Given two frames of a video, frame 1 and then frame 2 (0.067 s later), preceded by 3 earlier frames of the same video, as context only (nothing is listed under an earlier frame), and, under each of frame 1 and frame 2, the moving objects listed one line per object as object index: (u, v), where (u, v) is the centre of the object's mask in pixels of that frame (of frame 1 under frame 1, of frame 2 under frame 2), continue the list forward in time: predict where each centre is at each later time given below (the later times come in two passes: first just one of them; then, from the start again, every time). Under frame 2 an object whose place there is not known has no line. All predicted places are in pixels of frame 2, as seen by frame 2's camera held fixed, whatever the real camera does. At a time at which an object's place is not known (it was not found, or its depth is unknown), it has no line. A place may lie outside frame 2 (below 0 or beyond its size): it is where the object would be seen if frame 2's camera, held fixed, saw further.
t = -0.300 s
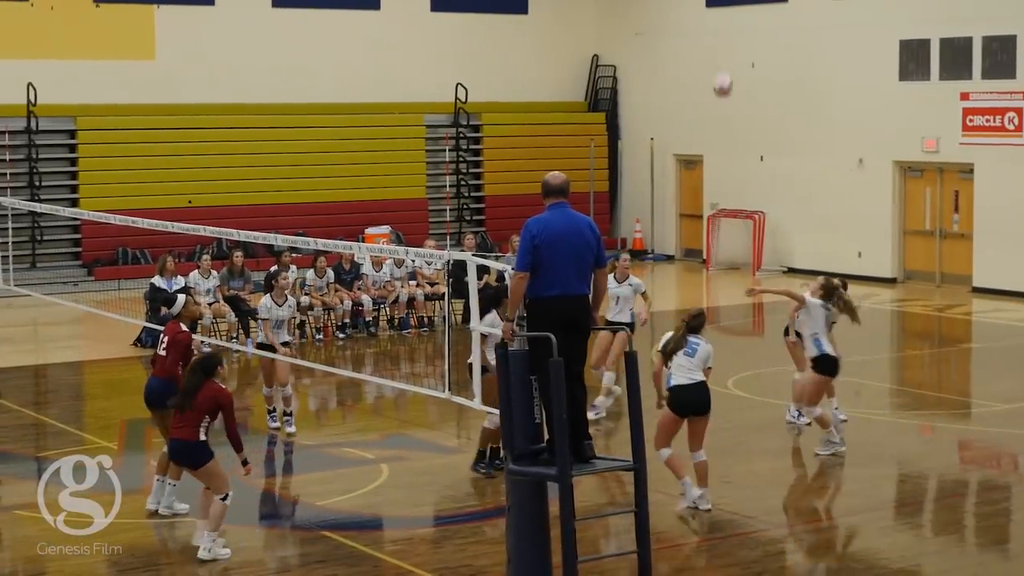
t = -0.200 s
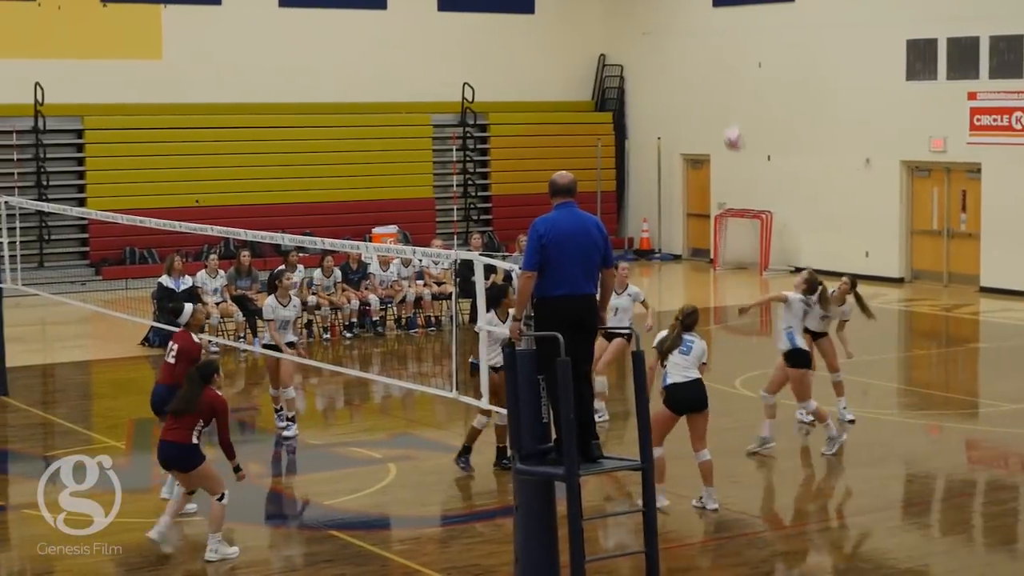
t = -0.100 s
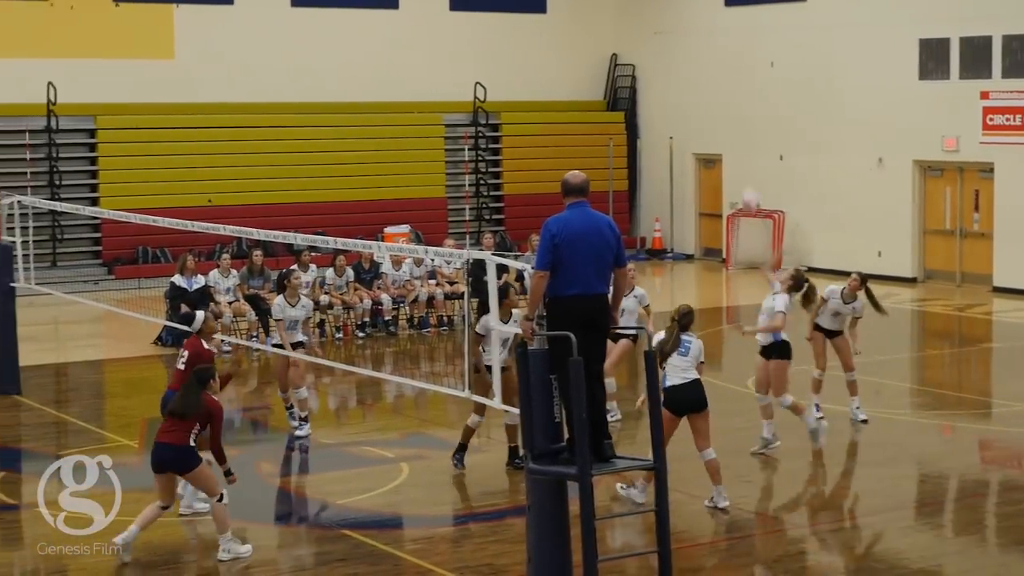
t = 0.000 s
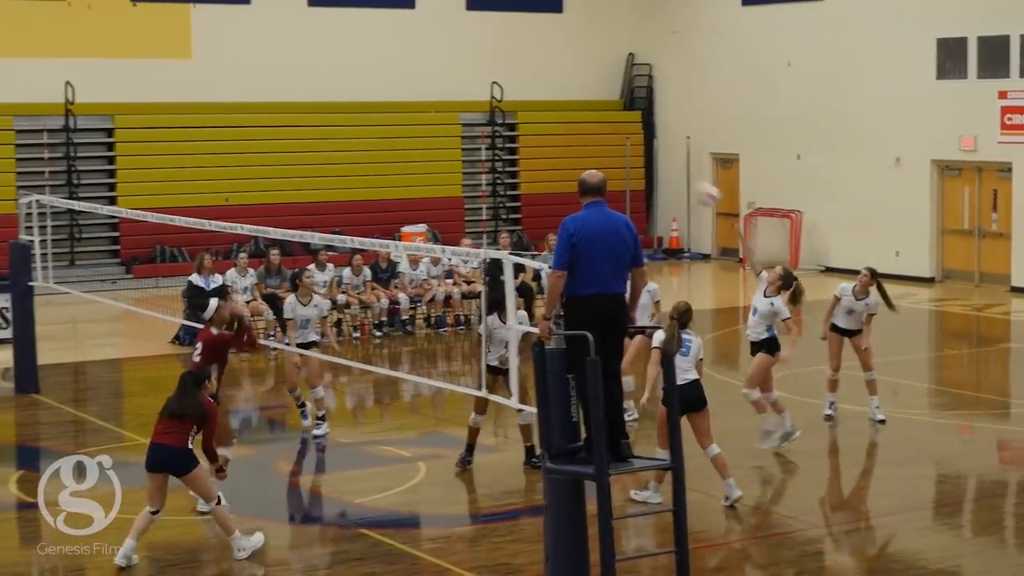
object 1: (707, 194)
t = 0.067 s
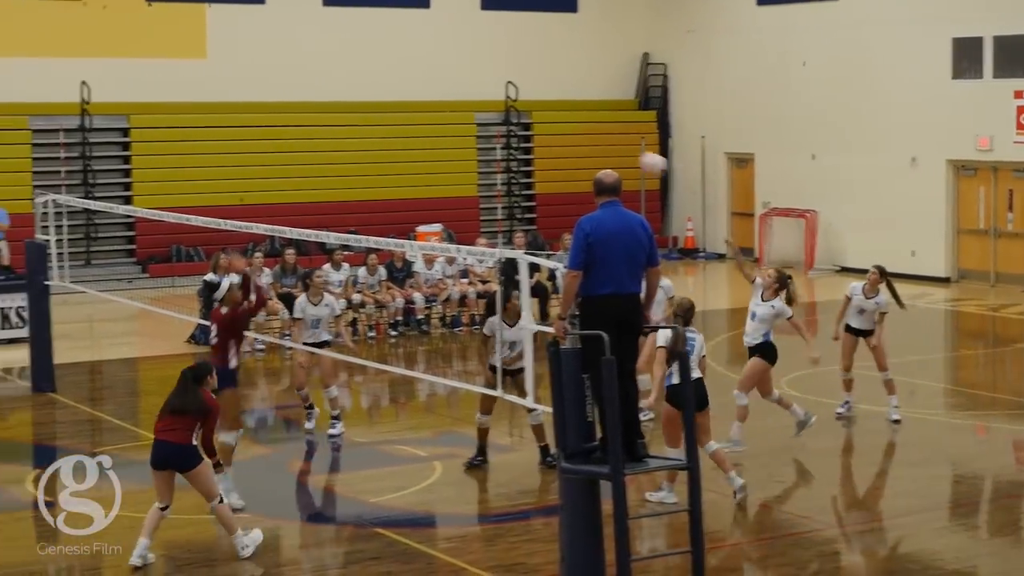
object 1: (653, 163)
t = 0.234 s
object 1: (473, 107)
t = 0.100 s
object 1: (617, 149)
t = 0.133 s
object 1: (581, 138)
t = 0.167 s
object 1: (545, 127)
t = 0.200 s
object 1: (510, 118)
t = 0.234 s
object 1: (473, 107)
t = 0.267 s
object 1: (437, 103)
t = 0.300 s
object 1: (397, 95)
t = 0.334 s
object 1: (358, 90)
